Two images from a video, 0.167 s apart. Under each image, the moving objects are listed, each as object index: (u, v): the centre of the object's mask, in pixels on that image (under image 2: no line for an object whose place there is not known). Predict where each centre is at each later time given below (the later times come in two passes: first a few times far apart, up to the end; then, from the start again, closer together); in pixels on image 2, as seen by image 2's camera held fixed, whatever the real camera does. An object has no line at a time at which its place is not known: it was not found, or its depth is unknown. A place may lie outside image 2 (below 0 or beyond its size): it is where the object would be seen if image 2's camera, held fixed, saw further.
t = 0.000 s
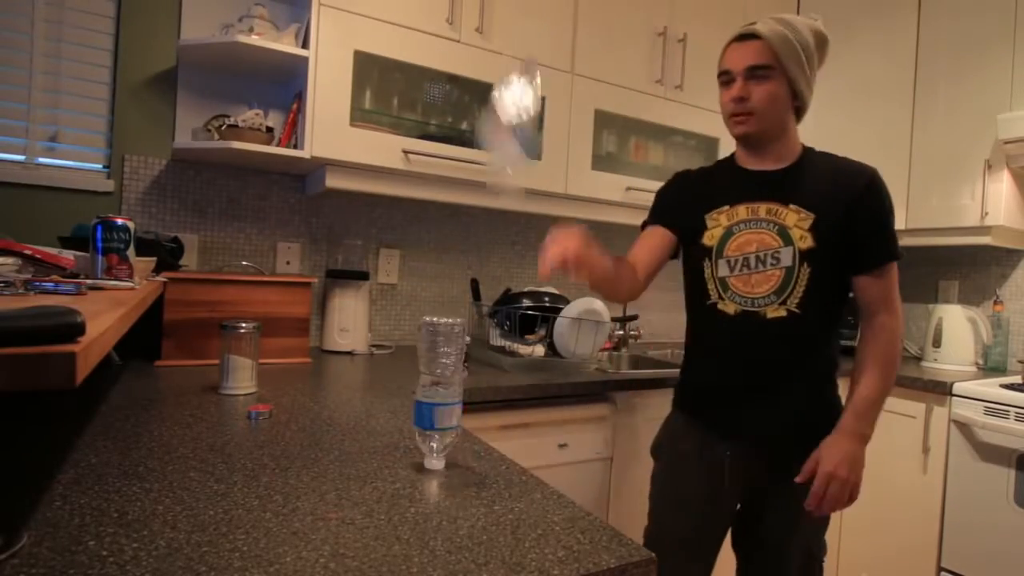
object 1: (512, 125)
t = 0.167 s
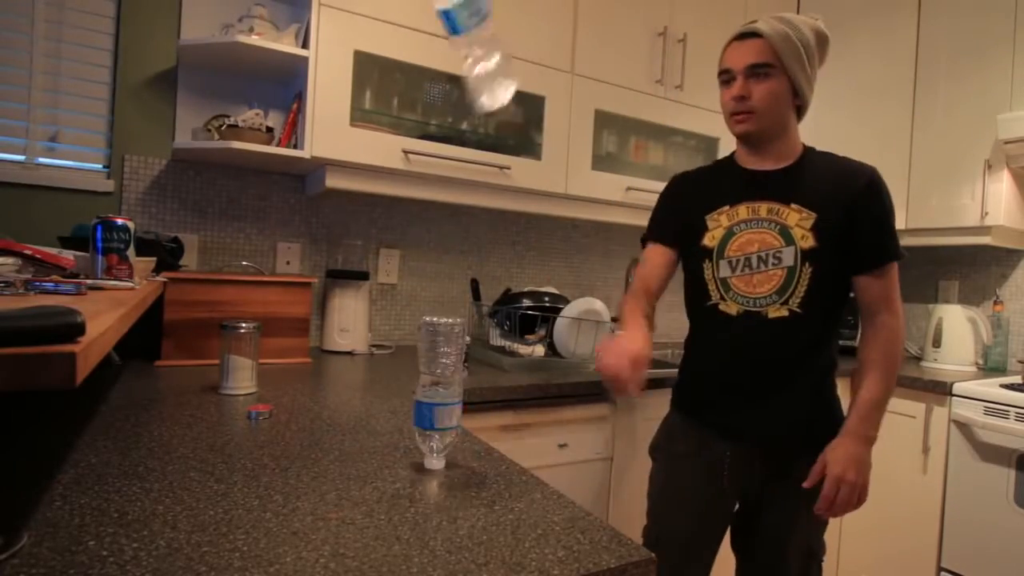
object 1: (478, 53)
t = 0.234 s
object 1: (460, 84)
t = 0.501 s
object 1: (332, 312)
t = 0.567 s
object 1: (286, 418)
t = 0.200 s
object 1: (470, 68)
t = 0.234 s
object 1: (460, 84)
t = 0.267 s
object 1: (450, 111)
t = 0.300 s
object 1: (440, 166)
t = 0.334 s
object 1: (431, 221)
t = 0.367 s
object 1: (417, 250)
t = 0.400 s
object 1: (396, 248)
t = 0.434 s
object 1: (374, 255)
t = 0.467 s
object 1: (353, 275)
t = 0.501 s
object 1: (332, 312)
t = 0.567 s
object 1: (286, 418)
